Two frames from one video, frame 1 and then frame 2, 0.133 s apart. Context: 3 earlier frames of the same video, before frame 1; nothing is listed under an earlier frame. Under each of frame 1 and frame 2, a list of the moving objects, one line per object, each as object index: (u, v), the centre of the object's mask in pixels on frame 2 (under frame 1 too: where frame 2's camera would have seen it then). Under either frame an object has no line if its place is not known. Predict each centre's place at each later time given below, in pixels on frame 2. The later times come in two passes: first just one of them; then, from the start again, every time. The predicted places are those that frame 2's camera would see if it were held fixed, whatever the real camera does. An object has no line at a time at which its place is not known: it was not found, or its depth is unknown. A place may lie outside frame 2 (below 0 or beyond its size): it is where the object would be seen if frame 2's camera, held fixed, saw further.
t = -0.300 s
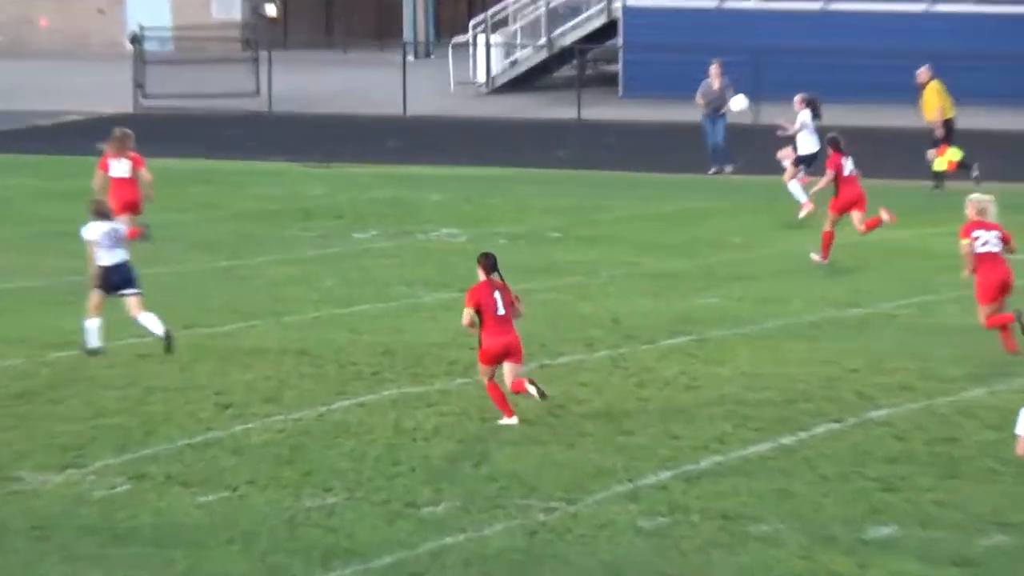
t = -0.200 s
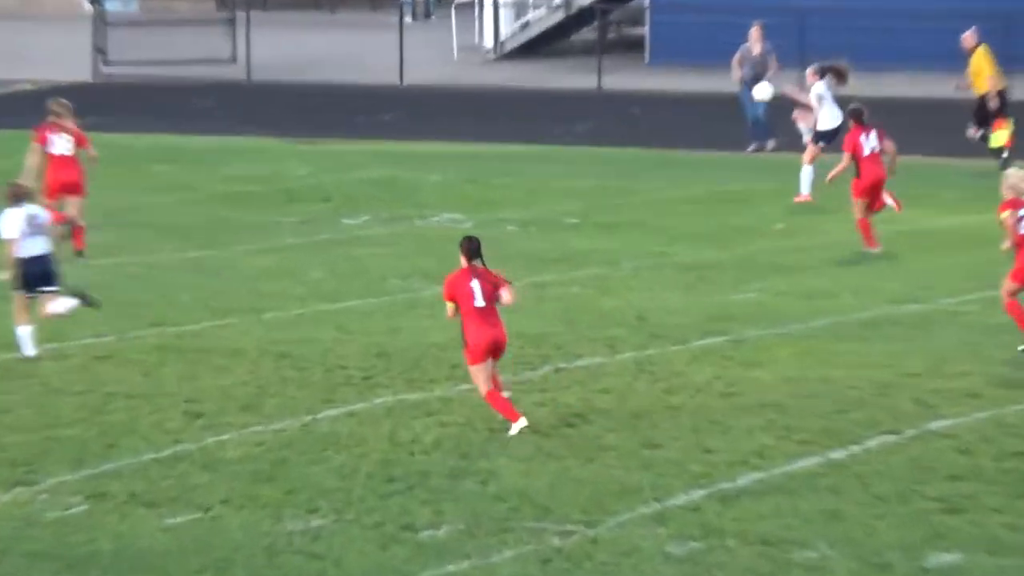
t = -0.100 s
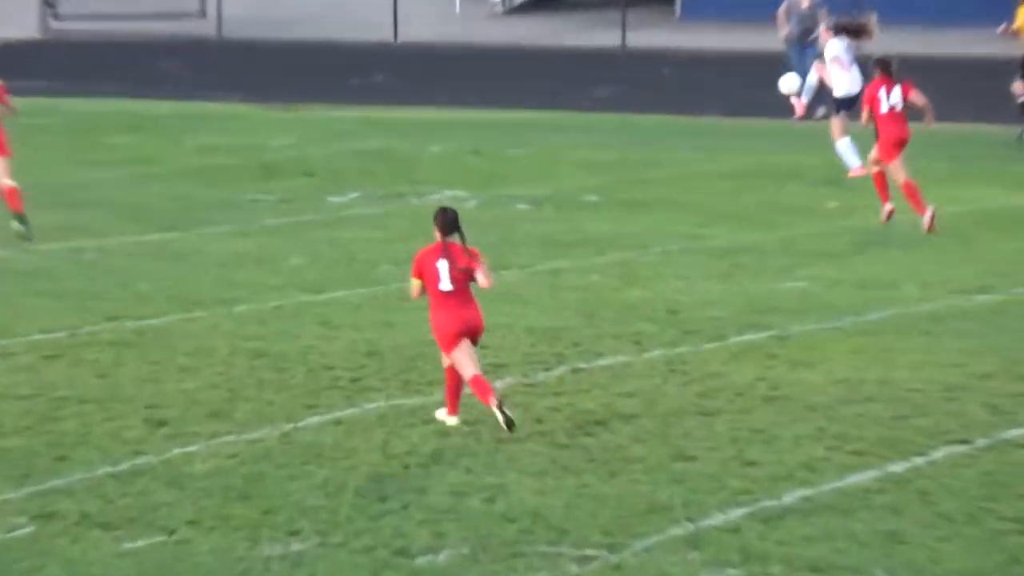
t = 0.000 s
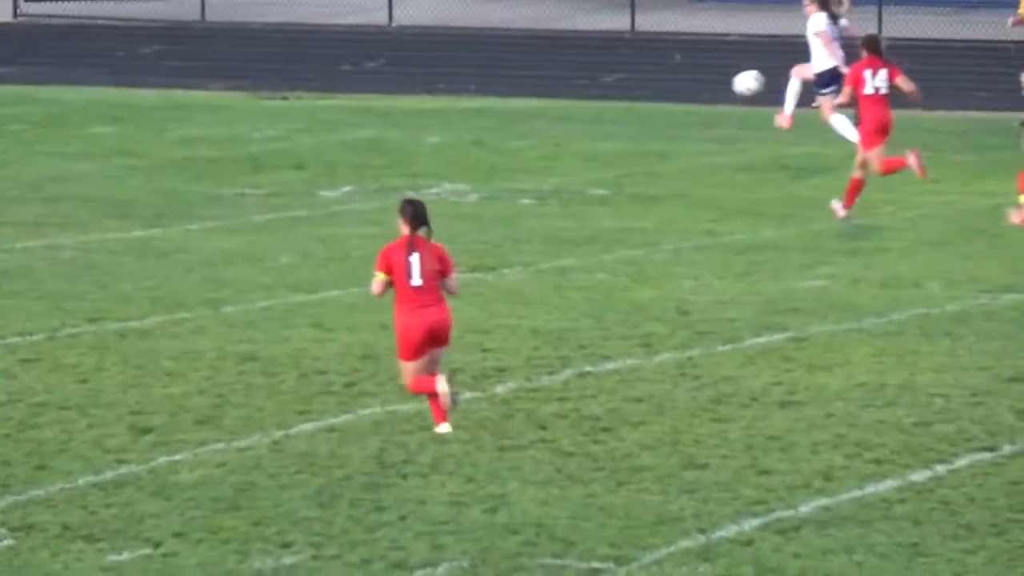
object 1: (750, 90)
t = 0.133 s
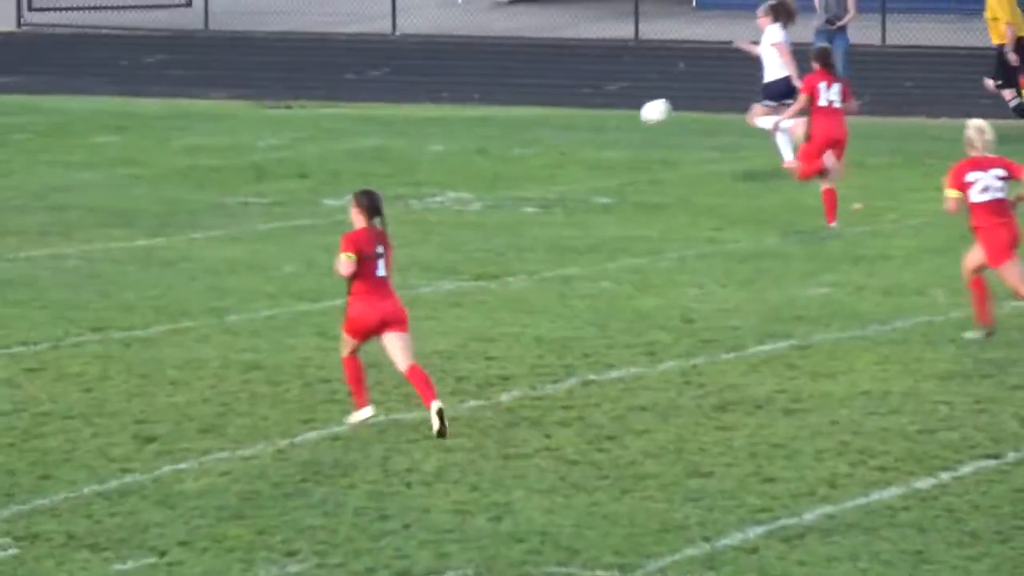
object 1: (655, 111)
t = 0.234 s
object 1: (585, 140)
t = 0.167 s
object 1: (631, 120)
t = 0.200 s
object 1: (609, 129)
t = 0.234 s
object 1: (585, 140)
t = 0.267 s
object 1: (562, 152)
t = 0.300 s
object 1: (543, 152)
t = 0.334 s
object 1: (526, 147)
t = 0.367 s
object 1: (509, 143)
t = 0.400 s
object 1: (493, 139)
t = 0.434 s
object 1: (479, 140)
